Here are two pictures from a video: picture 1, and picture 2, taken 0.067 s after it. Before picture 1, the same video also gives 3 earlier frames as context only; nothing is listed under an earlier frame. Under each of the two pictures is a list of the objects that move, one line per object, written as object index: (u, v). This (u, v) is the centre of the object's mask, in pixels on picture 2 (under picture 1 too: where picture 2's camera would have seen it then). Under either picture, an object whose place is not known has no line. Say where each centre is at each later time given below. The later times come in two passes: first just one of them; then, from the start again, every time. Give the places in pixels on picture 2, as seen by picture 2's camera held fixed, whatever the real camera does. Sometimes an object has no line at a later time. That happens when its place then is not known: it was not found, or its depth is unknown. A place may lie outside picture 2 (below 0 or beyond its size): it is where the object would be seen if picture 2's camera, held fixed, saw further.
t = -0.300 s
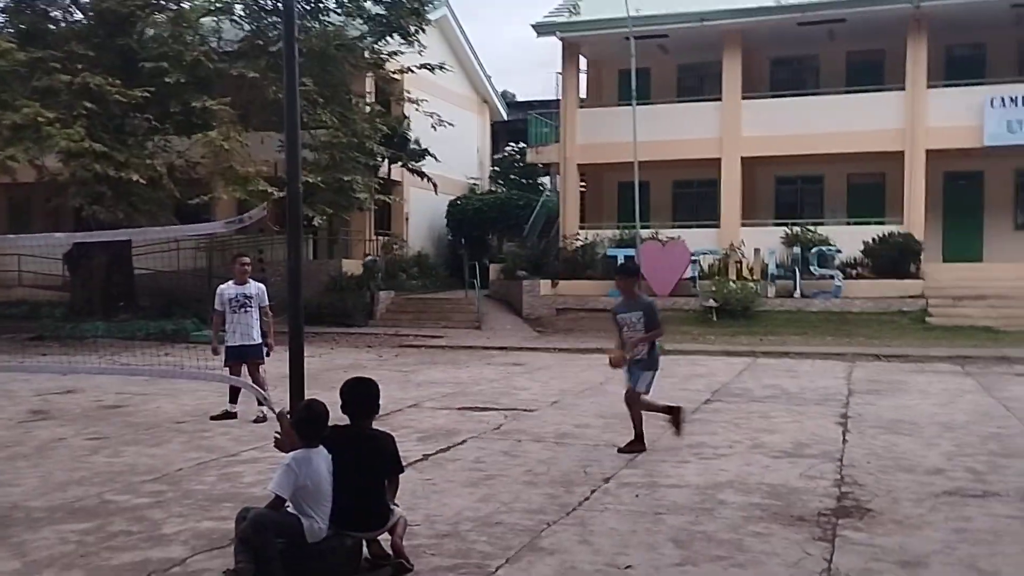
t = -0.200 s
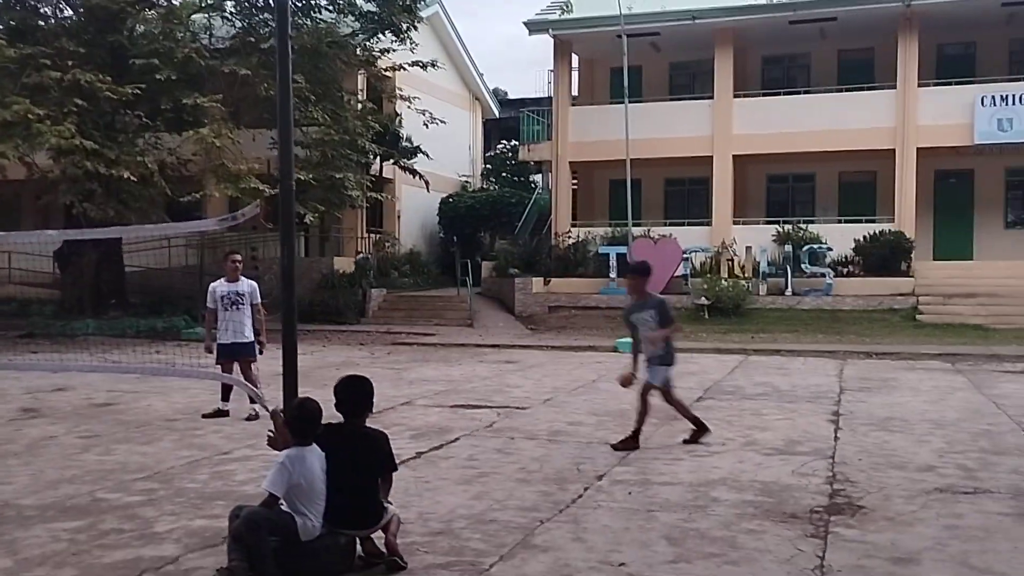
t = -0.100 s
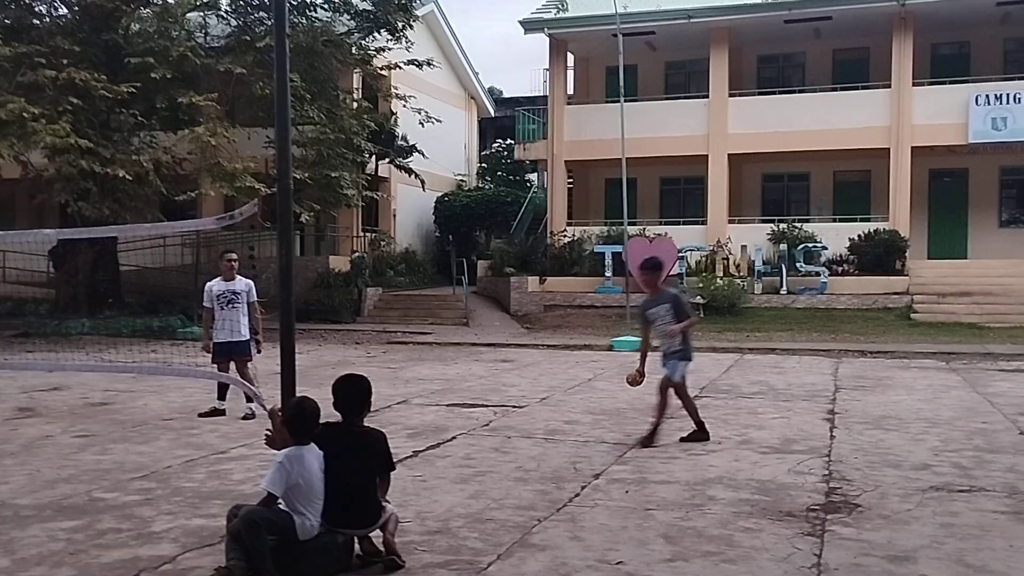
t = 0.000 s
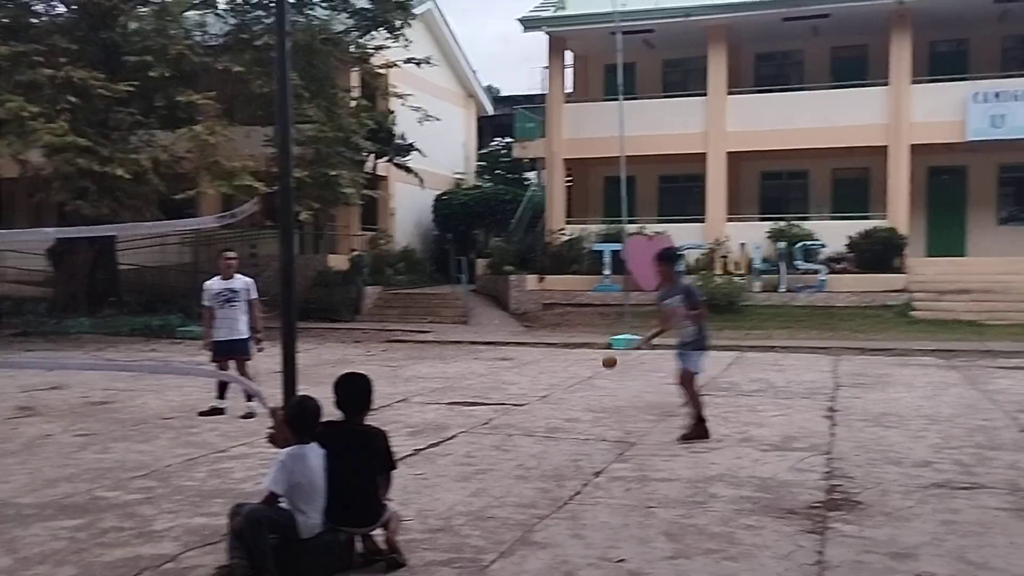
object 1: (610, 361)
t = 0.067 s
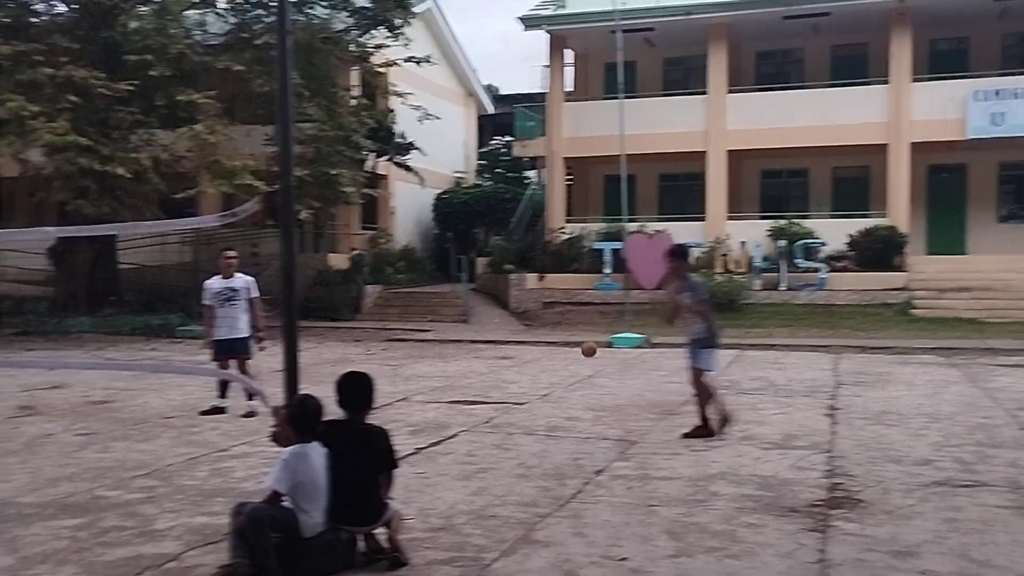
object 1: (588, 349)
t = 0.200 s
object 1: (544, 345)
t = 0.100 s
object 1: (578, 347)
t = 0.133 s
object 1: (566, 346)
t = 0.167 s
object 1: (555, 344)
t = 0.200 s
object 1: (544, 345)
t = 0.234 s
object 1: (532, 347)
